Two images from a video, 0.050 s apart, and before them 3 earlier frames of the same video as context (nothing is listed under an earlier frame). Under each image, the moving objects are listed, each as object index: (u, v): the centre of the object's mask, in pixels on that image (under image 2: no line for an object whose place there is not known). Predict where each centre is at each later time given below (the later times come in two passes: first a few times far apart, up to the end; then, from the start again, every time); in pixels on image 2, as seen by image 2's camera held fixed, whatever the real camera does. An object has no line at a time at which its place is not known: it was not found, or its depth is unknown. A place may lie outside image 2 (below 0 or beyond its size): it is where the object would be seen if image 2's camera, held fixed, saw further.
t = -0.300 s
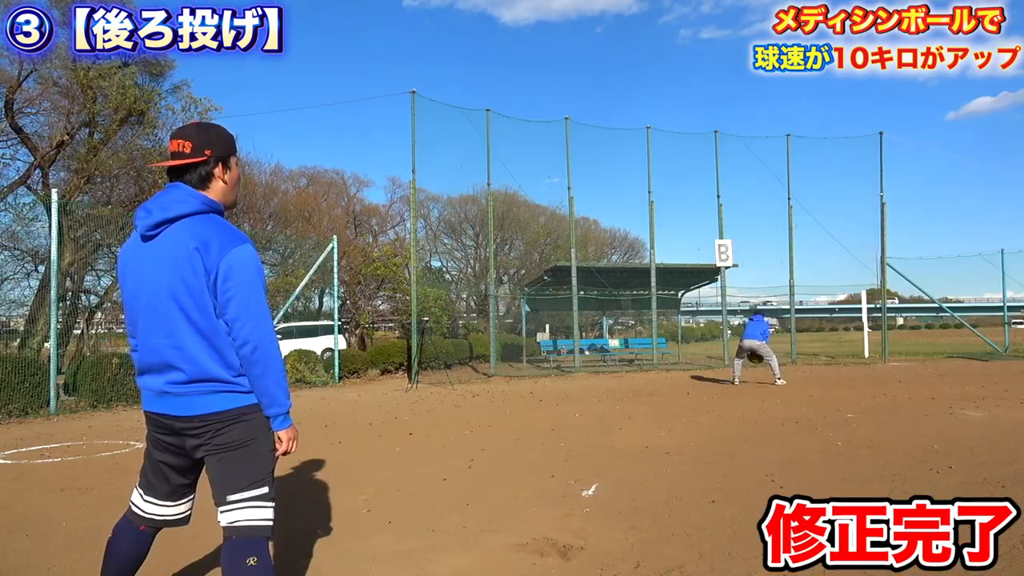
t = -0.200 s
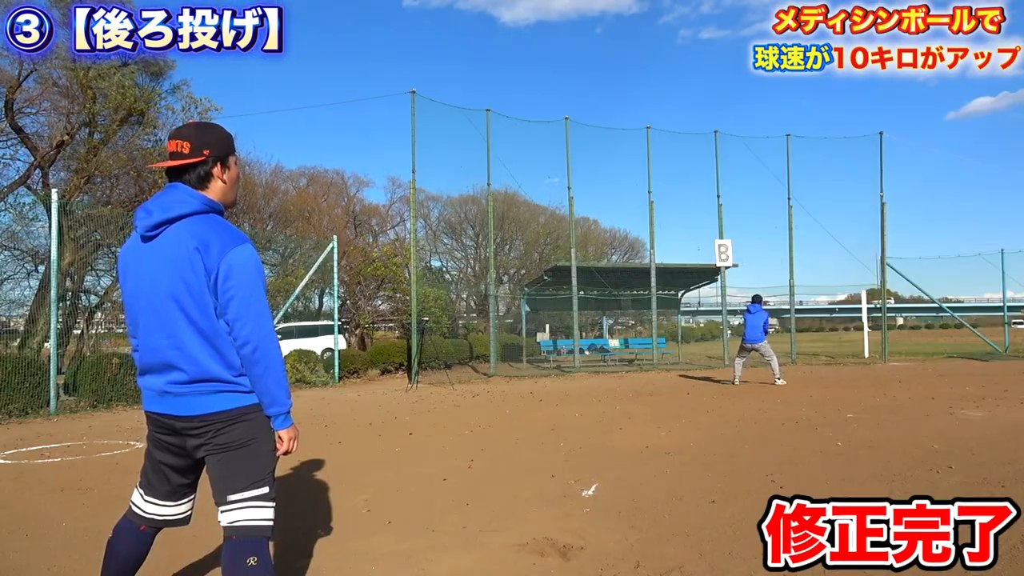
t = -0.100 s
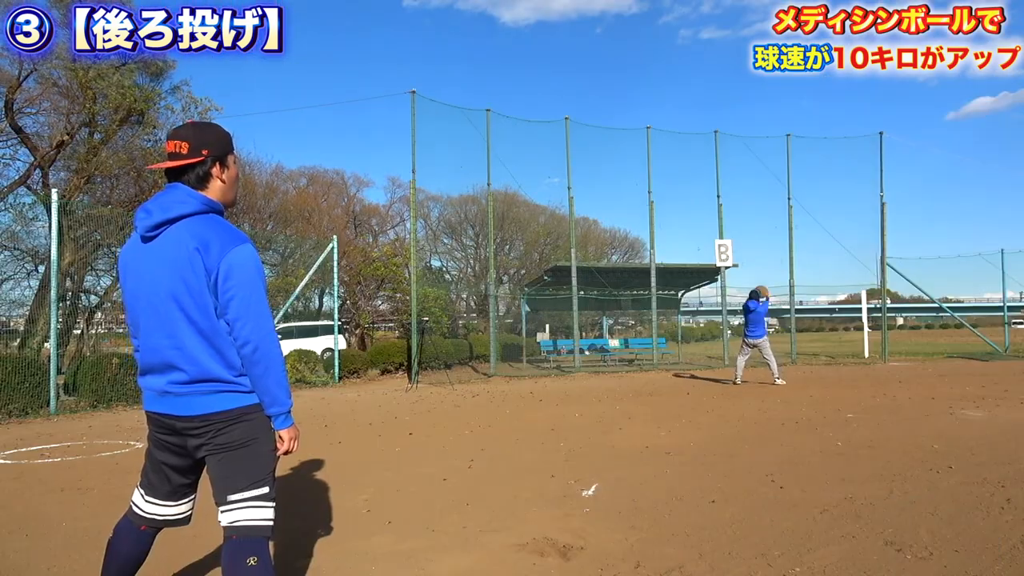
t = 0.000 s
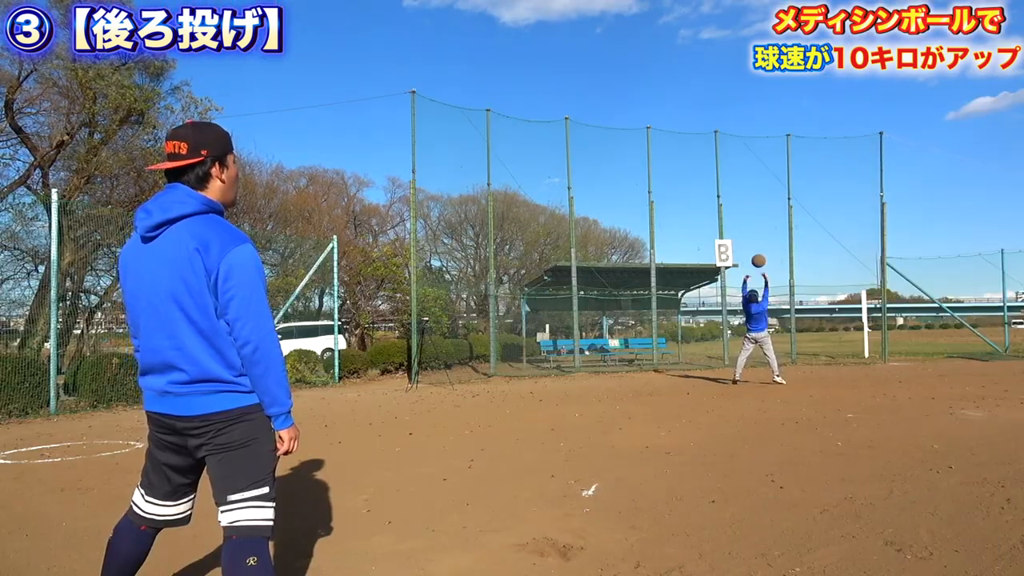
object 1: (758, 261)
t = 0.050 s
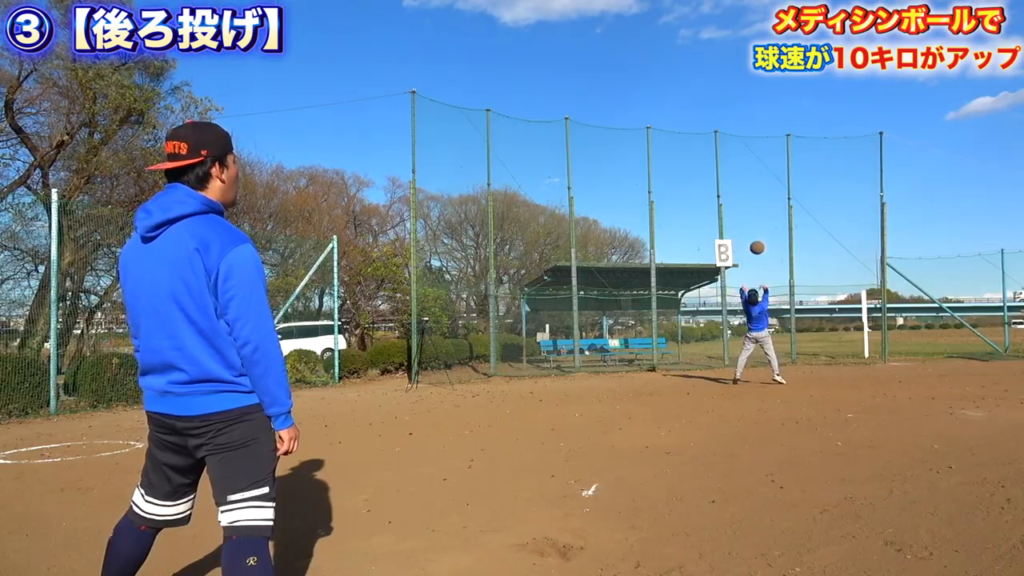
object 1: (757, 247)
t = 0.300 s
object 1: (750, 198)
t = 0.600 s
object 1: (742, 183)
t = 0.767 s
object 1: (738, 203)
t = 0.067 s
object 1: (757, 243)
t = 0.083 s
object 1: (756, 239)
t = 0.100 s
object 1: (756, 235)
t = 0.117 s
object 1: (755, 231)
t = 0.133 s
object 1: (755, 228)
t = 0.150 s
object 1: (754, 224)
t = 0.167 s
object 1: (754, 220)
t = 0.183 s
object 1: (754, 217)
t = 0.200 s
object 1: (753, 214)
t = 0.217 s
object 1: (753, 211)
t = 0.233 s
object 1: (752, 208)
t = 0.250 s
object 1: (752, 205)
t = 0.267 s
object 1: (751, 202)
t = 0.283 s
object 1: (751, 200)
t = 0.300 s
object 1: (750, 198)
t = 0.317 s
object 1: (750, 195)
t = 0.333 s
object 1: (749, 193)
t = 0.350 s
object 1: (749, 191)
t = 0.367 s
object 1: (748, 189)
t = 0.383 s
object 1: (748, 188)
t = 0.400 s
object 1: (747, 186)
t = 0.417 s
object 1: (747, 185)
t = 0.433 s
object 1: (747, 184)
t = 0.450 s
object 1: (746, 183)
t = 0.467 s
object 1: (746, 182)
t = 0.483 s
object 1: (745, 182)
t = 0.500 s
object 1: (745, 181)
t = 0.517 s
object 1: (745, 181)
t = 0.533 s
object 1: (744, 181)
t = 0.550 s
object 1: (744, 181)
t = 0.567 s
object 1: (743, 181)
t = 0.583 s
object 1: (743, 182)
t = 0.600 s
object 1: (742, 183)
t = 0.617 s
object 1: (742, 183)
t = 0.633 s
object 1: (741, 185)
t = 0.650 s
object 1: (741, 186)
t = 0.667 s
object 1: (740, 188)
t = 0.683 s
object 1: (740, 190)
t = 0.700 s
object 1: (739, 192)
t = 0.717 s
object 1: (739, 194)
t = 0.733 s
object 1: (739, 197)
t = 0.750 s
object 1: (738, 200)
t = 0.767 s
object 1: (738, 203)
